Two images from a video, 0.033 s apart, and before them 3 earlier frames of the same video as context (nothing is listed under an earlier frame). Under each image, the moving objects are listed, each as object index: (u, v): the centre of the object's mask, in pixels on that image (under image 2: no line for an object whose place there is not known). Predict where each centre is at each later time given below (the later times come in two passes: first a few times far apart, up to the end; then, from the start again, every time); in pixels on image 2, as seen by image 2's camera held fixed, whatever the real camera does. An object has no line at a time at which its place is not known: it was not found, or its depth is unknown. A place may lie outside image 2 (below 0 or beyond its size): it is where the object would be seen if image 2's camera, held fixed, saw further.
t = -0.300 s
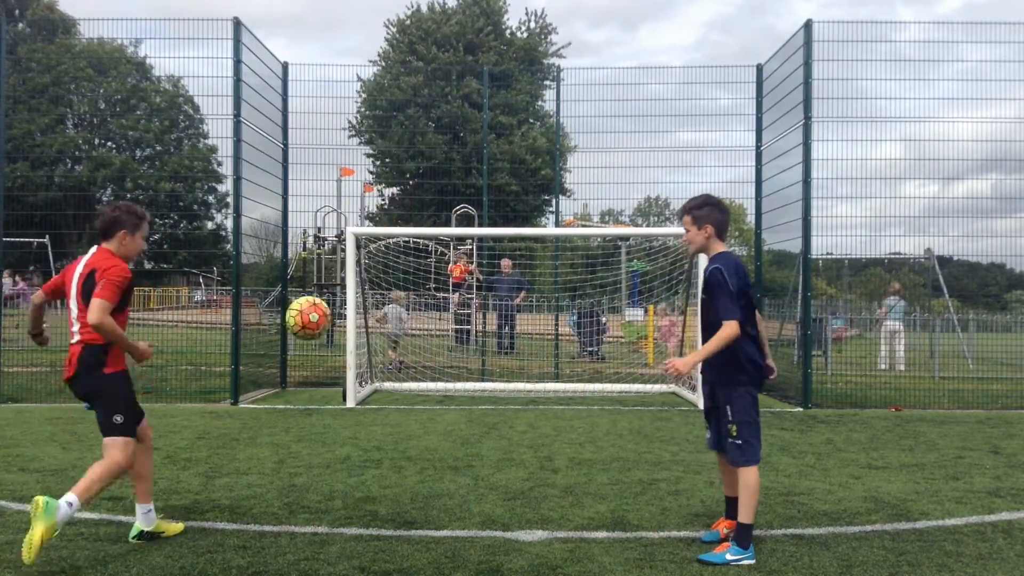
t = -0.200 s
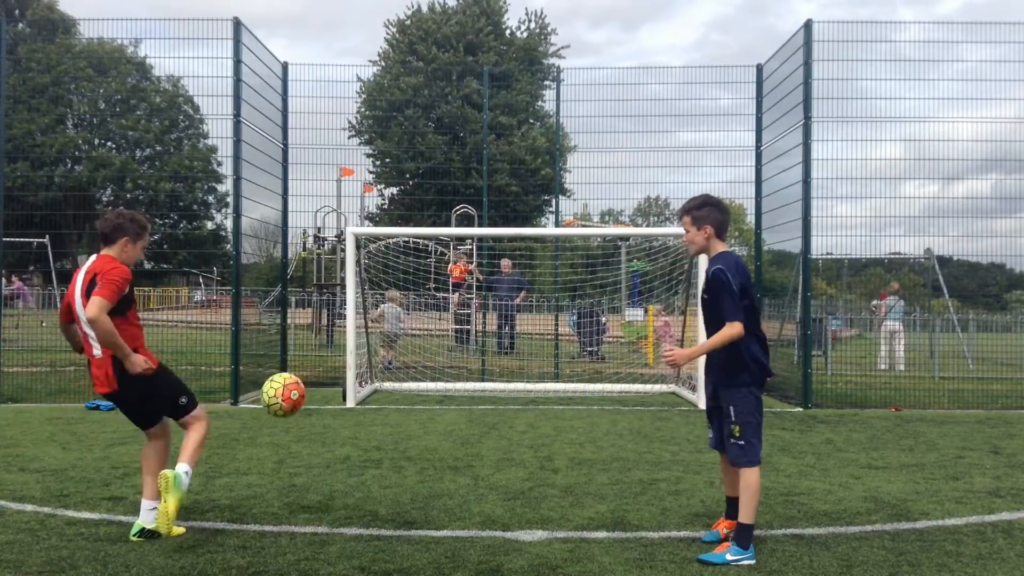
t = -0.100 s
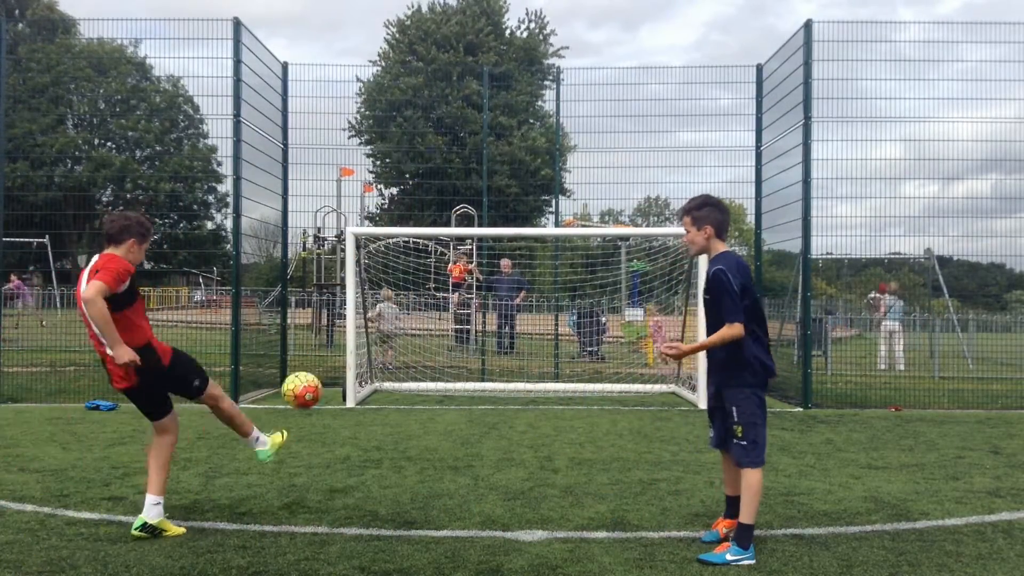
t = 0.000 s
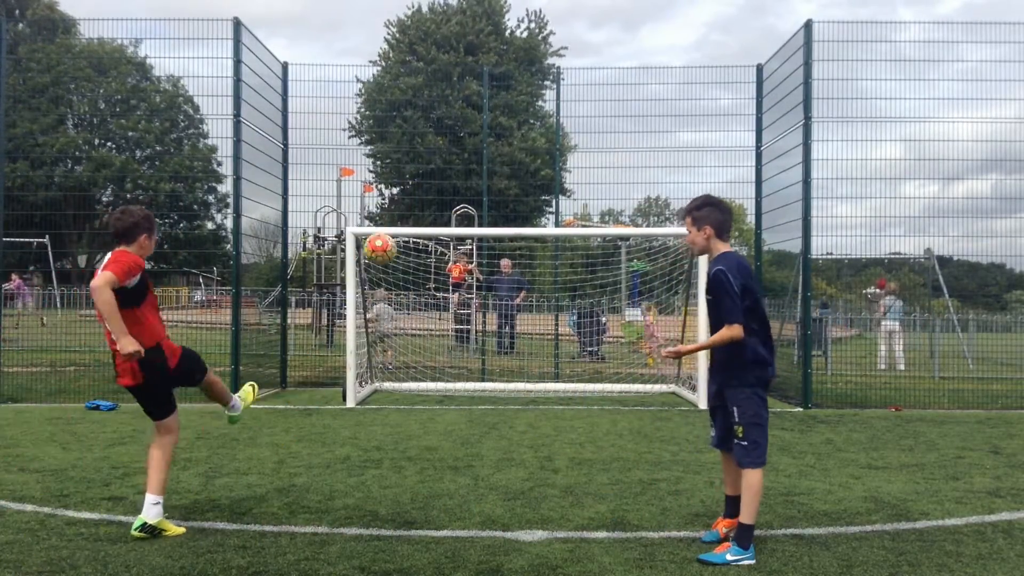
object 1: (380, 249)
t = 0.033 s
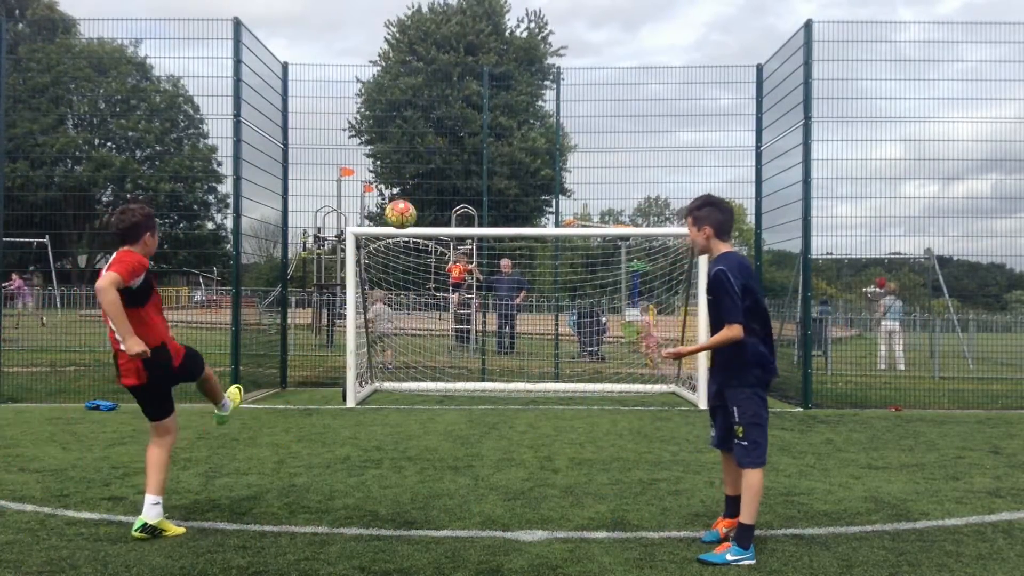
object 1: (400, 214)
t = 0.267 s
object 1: (501, 81)
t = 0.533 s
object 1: (567, 49)
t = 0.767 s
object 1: (605, 67)
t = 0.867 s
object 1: (617, 82)
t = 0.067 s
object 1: (419, 185)
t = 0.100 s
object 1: (436, 159)
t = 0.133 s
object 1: (451, 138)
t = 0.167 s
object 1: (465, 121)
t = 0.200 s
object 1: (478, 105)
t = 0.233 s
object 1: (490, 92)
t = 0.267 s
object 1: (501, 81)
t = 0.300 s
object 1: (512, 72)
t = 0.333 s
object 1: (521, 65)
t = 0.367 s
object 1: (530, 59)
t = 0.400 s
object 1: (538, 54)
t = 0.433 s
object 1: (546, 52)
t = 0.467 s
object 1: (554, 50)
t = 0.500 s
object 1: (561, 49)
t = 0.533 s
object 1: (567, 49)
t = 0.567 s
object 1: (574, 50)
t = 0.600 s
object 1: (580, 52)
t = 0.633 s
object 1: (585, 54)
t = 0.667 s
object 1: (591, 56)
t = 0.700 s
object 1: (596, 59)
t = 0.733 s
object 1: (601, 63)
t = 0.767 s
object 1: (605, 67)
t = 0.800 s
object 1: (609, 71)
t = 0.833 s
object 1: (613, 77)
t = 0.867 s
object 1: (617, 82)
